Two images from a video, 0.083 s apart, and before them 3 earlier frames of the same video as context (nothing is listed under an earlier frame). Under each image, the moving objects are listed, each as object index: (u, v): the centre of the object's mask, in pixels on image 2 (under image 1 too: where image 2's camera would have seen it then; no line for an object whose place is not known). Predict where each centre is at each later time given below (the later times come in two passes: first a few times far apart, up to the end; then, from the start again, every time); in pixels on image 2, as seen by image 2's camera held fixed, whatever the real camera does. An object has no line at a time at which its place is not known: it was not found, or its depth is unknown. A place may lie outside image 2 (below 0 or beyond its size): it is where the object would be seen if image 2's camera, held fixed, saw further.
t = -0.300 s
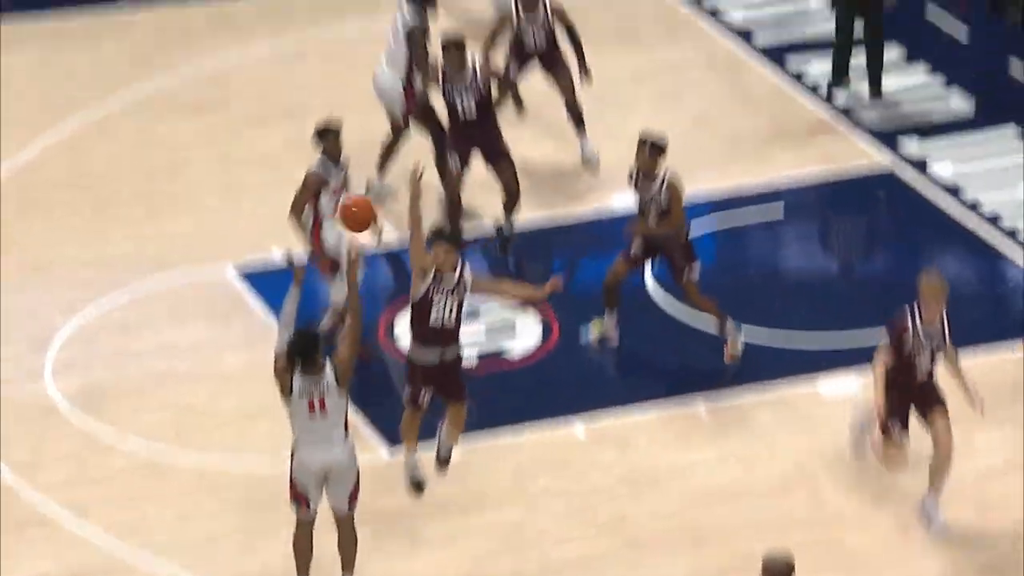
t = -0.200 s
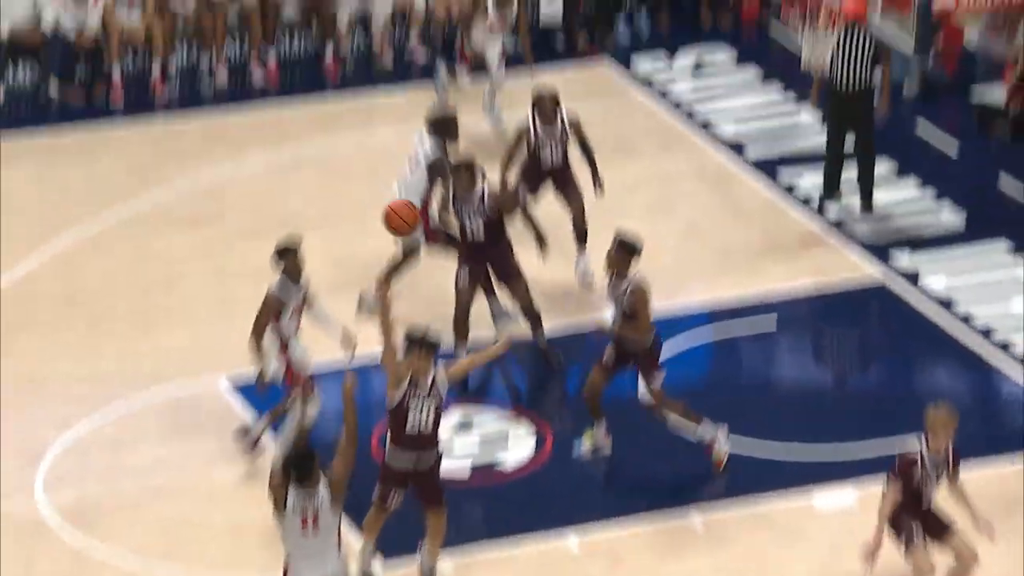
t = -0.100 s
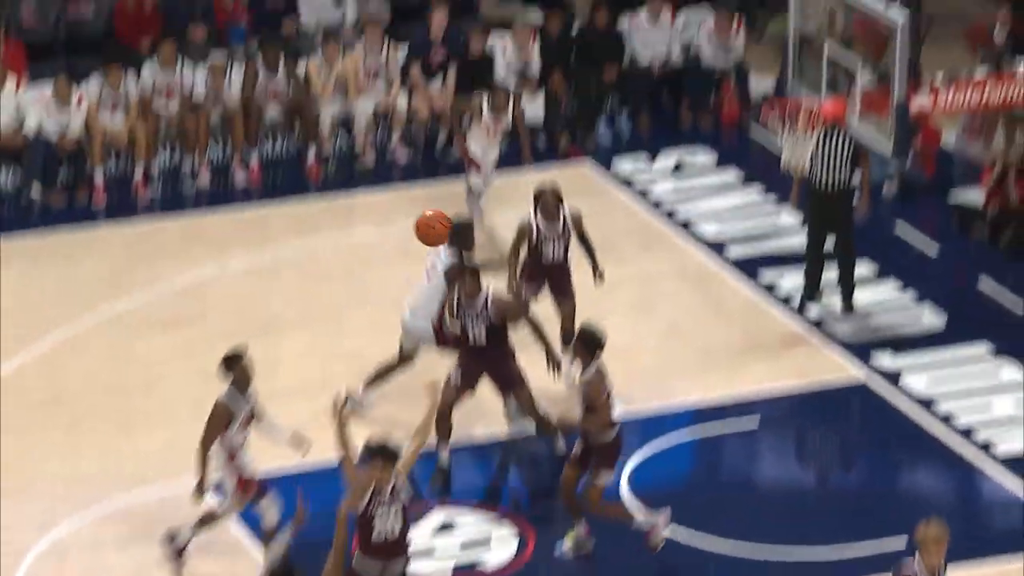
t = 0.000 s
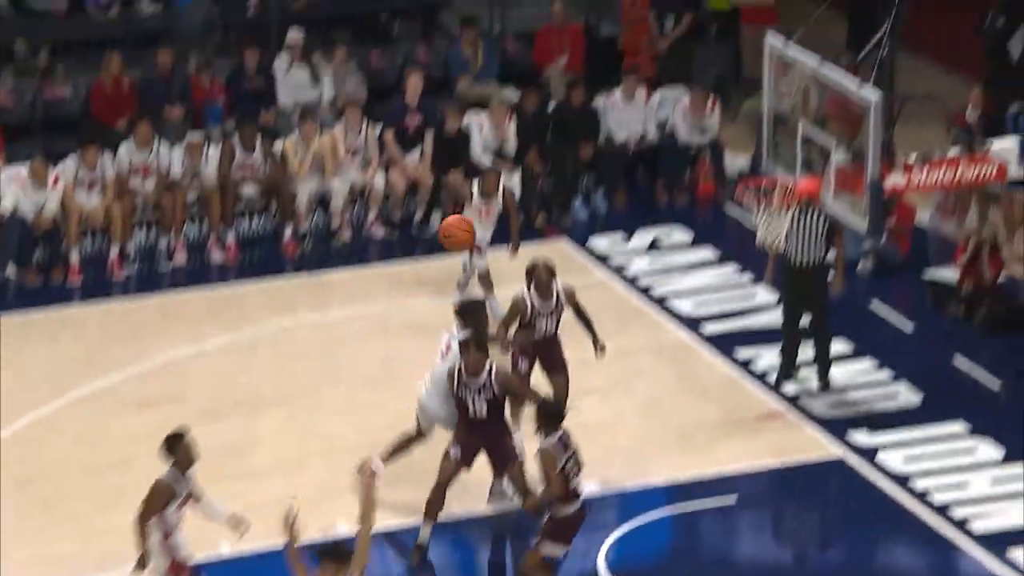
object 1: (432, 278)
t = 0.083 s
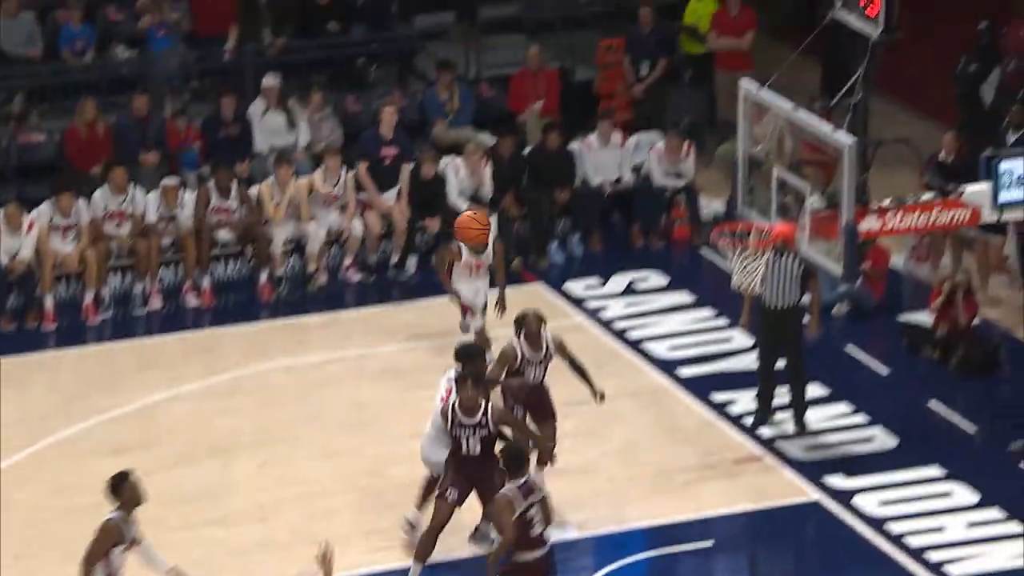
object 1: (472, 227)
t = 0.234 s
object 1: (538, 169)
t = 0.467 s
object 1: (633, 139)
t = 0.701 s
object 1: (722, 178)
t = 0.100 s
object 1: (479, 220)
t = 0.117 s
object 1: (487, 212)
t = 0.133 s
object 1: (494, 205)
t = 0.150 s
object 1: (502, 198)
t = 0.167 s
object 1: (510, 191)
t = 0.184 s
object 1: (517, 185)
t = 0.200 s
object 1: (524, 179)
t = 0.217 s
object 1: (531, 174)
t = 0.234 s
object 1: (538, 169)
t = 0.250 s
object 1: (545, 164)
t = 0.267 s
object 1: (553, 160)
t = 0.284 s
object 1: (559, 156)
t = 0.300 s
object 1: (567, 152)
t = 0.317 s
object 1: (574, 149)
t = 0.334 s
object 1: (580, 147)
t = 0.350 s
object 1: (587, 144)
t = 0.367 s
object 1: (594, 142)
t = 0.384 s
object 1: (601, 140)
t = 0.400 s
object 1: (607, 140)
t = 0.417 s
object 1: (614, 139)
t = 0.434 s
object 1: (621, 138)
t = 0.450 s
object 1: (627, 138)
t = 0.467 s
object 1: (633, 139)
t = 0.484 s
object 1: (640, 139)
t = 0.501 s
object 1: (647, 140)
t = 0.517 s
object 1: (653, 141)
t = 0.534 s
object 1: (661, 142)
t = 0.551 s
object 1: (666, 145)
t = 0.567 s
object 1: (672, 148)
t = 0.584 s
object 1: (678, 150)
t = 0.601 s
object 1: (684, 153)
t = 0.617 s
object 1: (691, 157)
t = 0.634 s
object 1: (697, 160)
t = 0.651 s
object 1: (702, 165)
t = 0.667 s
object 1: (709, 168)
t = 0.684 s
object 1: (716, 173)
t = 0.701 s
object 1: (722, 178)
